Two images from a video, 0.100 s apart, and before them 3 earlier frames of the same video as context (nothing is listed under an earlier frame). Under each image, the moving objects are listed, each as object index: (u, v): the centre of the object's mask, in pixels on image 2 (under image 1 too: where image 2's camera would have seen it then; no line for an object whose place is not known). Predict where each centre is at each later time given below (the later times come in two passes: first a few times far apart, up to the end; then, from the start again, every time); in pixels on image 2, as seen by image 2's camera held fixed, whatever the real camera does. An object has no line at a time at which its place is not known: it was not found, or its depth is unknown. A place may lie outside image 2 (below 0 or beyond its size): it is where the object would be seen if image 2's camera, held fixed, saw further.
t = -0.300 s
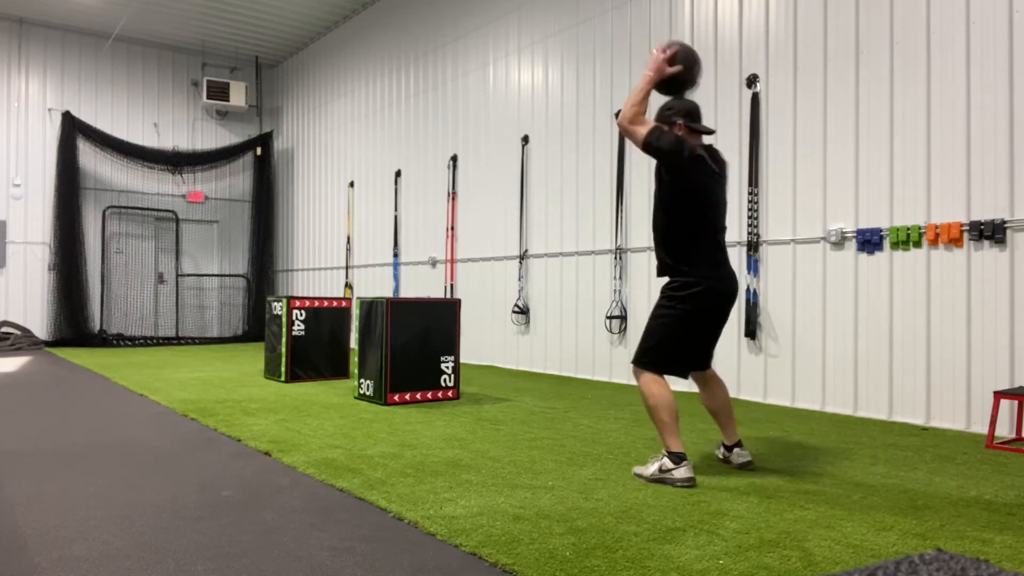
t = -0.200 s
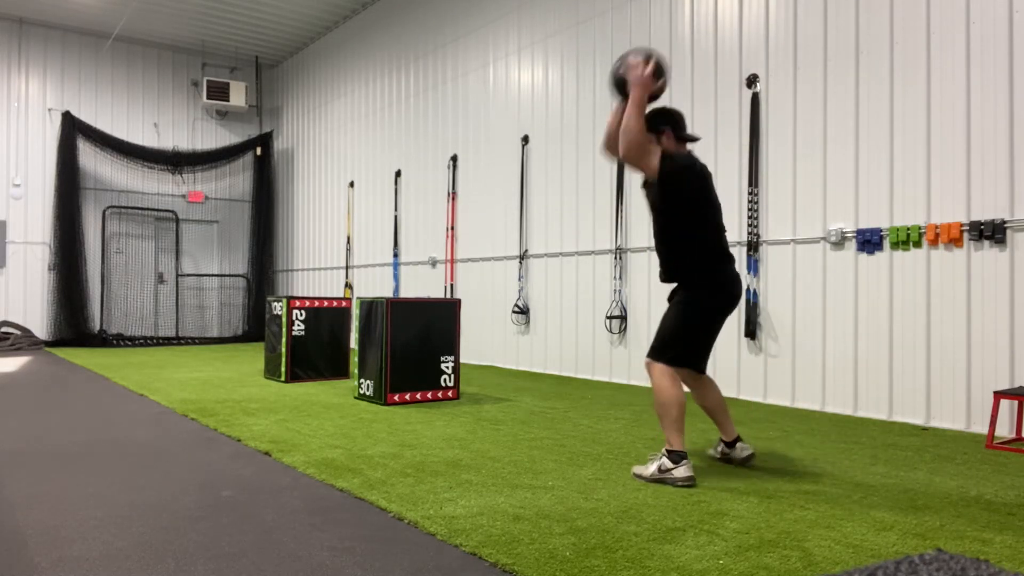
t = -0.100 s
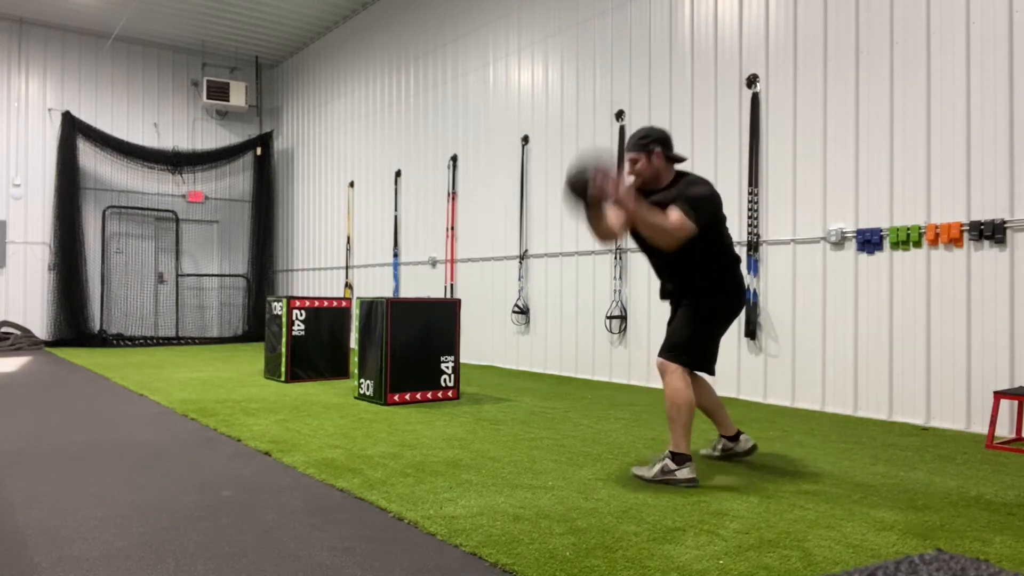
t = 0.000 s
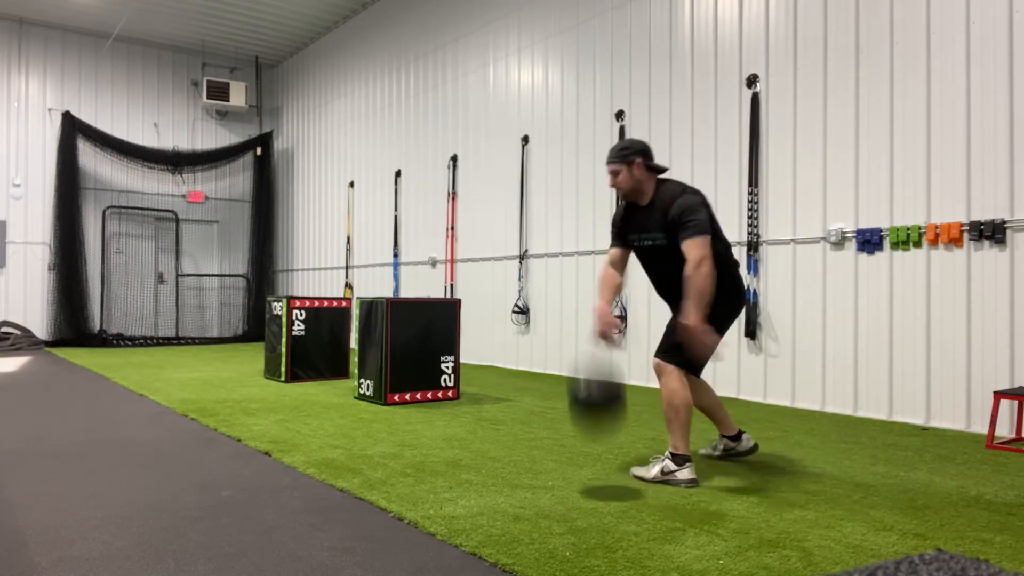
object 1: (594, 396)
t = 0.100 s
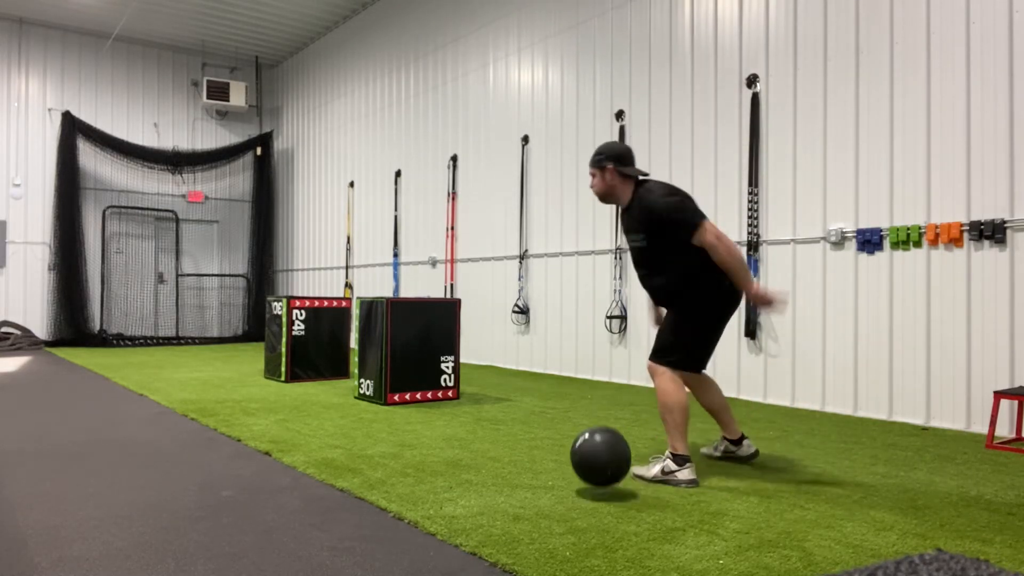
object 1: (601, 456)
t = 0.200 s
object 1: (603, 441)
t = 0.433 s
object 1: (602, 467)
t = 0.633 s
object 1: (599, 467)
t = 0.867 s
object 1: (600, 467)
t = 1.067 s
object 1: (600, 467)
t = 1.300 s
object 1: (600, 467)
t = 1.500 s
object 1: (600, 467)
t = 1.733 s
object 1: (600, 467)
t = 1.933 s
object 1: (600, 467)
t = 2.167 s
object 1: (600, 467)
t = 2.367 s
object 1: (600, 467)
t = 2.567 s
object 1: (600, 467)
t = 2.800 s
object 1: (600, 467)
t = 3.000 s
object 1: (600, 467)
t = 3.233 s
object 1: (600, 467)
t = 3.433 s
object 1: (600, 467)
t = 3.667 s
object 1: (600, 467)
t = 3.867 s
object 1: (600, 467)
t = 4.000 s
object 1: (600, 467)
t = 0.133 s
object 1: (602, 448)
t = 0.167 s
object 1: (602, 443)
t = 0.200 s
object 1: (603, 441)
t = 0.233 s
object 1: (603, 441)
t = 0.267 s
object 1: (604, 443)
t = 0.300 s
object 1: (604, 449)
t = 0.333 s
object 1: (605, 457)
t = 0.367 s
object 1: (605, 468)
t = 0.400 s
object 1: (604, 470)
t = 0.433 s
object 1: (602, 467)
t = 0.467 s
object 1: (601, 467)
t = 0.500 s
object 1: (600, 467)
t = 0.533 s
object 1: (600, 467)
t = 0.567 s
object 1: (599, 467)
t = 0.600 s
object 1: (599, 467)
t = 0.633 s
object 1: (599, 467)
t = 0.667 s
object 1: (599, 467)
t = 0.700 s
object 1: (599, 467)
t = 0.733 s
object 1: (600, 467)
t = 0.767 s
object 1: (600, 467)
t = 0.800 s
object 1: (600, 467)
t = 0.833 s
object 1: (600, 467)
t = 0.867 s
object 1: (600, 467)
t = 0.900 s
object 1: (600, 467)
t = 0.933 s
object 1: (600, 467)
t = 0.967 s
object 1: (600, 467)
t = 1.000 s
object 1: (600, 467)
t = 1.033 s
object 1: (600, 467)
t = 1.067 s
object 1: (600, 467)
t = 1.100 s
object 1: (600, 467)
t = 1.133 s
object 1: (600, 467)
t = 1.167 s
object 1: (600, 467)
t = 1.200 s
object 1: (600, 467)
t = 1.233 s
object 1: (600, 467)
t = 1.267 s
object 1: (600, 467)
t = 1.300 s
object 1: (600, 467)
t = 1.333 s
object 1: (600, 467)
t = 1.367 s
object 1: (600, 467)
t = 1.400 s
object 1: (600, 467)
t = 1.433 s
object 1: (600, 467)
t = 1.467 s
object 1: (600, 467)
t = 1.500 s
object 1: (600, 467)
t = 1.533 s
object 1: (600, 467)
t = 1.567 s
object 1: (600, 467)
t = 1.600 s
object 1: (600, 467)
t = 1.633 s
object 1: (600, 467)
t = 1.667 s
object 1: (600, 467)
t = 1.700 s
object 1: (600, 467)
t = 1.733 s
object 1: (600, 467)
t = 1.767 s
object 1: (600, 467)
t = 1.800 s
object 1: (600, 467)
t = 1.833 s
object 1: (600, 467)
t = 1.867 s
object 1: (600, 467)
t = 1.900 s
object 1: (600, 467)
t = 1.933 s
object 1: (600, 467)
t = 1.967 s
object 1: (600, 467)
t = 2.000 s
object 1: (600, 467)
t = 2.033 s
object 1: (600, 467)
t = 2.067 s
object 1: (600, 467)
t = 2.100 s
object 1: (600, 467)
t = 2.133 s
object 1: (600, 467)
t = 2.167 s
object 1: (600, 467)
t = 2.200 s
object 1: (600, 467)
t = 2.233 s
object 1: (600, 467)
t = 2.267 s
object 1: (600, 467)
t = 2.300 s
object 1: (600, 467)
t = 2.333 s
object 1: (600, 467)
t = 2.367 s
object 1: (600, 467)
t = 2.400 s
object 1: (600, 467)
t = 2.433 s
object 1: (600, 467)
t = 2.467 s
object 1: (600, 467)
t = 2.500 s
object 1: (600, 467)
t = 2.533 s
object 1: (600, 467)
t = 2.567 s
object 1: (600, 467)
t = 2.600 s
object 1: (600, 467)
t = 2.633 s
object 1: (600, 467)
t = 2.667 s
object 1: (600, 467)
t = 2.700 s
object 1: (600, 467)
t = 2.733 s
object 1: (600, 467)
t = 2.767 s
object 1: (600, 467)
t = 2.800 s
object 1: (600, 467)
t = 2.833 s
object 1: (600, 467)
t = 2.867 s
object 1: (600, 467)
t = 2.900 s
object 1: (600, 467)
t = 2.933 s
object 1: (600, 467)
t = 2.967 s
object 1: (600, 467)
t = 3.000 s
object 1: (600, 467)
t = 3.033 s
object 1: (600, 467)
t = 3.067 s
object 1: (600, 467)
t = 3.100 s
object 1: (600, 467)
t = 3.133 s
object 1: (600, 467)
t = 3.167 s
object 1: (600, 467)
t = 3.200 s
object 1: (600, 467)
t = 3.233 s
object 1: (600, 467)
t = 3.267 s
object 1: (600, 467)
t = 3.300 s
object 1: (600, 467)
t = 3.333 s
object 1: (600, 467)
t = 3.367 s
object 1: (600, 467)
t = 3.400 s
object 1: (600, 467)
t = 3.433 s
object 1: (600, 467)
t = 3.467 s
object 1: (600, 467)
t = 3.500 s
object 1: (600, 467)
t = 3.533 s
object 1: (600, 467)
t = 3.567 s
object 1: (600, 467)
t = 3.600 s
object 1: (600, 467)
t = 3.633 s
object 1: (600, 467)
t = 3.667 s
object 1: (600, 467)
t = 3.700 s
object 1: (600, 467)
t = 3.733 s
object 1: (600, 467)
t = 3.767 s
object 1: (600, 467)
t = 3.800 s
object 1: (600, 467)
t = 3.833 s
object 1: (600, 467)
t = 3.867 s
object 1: (600, 467)
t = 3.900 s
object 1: (600, 467)
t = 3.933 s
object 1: (600, 467)
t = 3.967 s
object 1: (600, 467)
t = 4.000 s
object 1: (600, 467)
